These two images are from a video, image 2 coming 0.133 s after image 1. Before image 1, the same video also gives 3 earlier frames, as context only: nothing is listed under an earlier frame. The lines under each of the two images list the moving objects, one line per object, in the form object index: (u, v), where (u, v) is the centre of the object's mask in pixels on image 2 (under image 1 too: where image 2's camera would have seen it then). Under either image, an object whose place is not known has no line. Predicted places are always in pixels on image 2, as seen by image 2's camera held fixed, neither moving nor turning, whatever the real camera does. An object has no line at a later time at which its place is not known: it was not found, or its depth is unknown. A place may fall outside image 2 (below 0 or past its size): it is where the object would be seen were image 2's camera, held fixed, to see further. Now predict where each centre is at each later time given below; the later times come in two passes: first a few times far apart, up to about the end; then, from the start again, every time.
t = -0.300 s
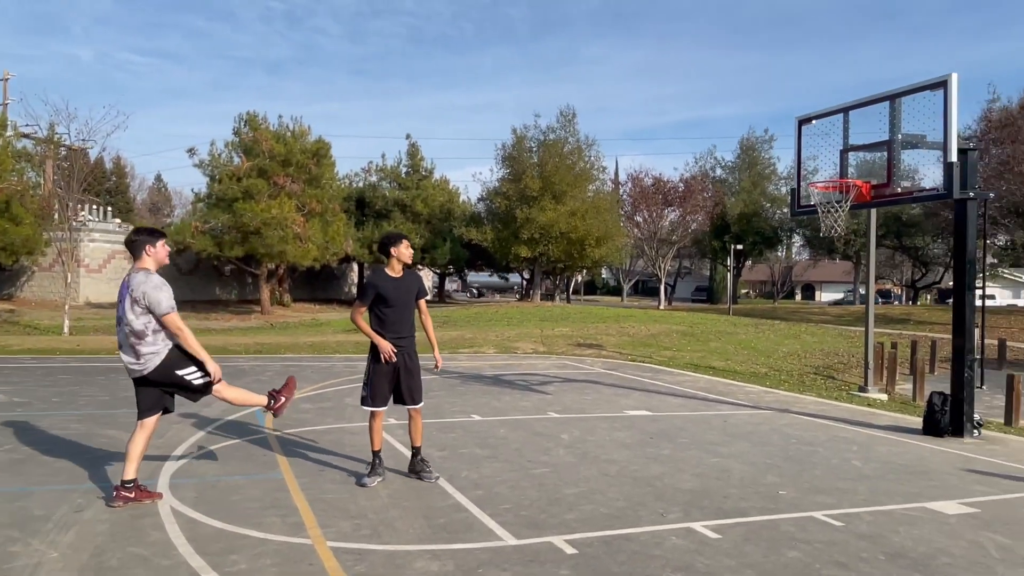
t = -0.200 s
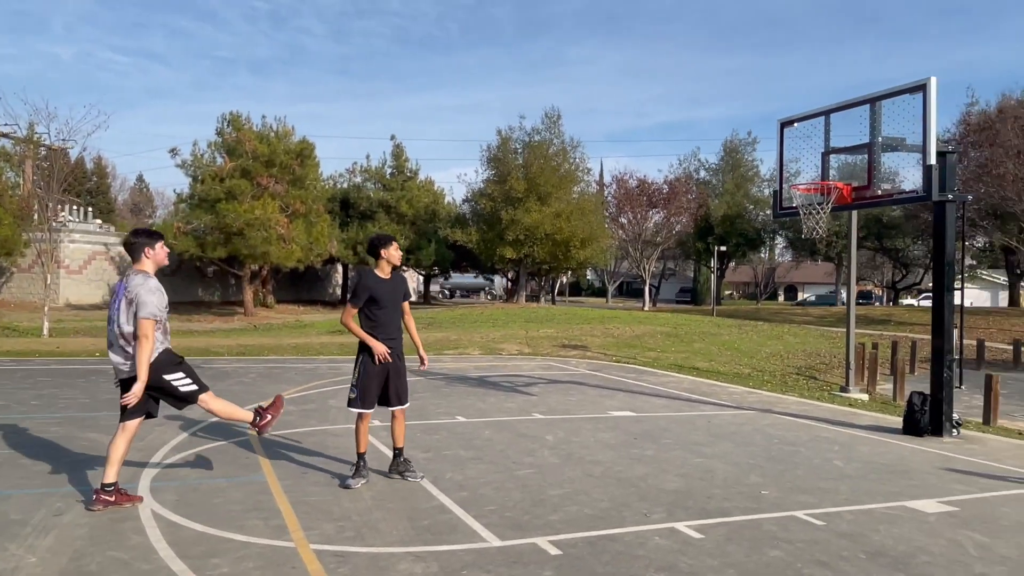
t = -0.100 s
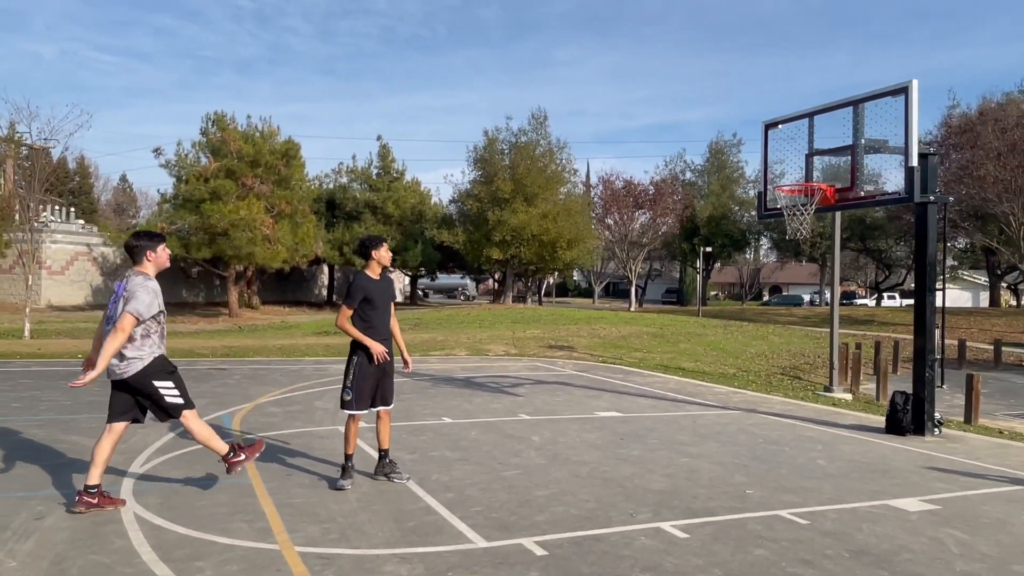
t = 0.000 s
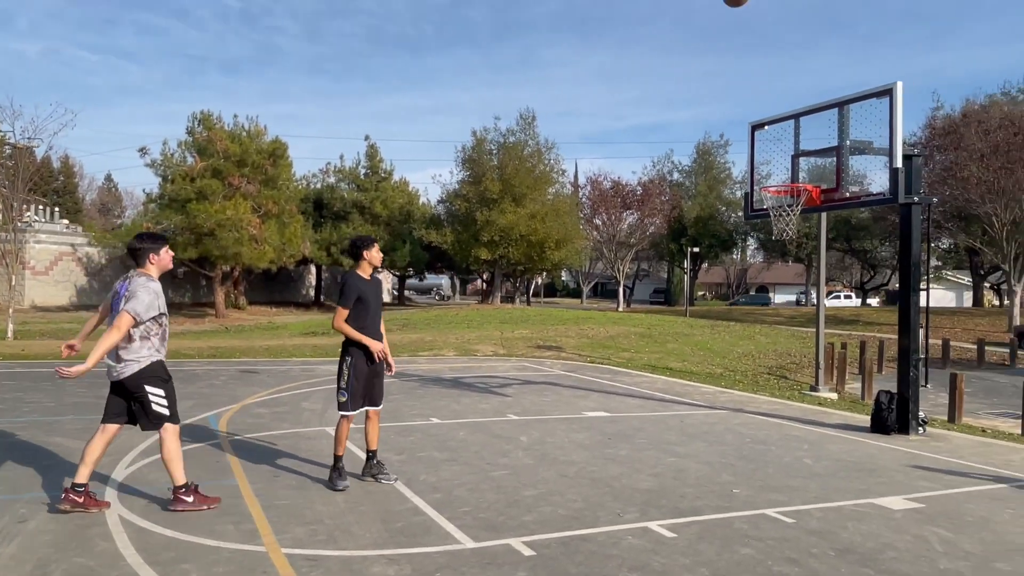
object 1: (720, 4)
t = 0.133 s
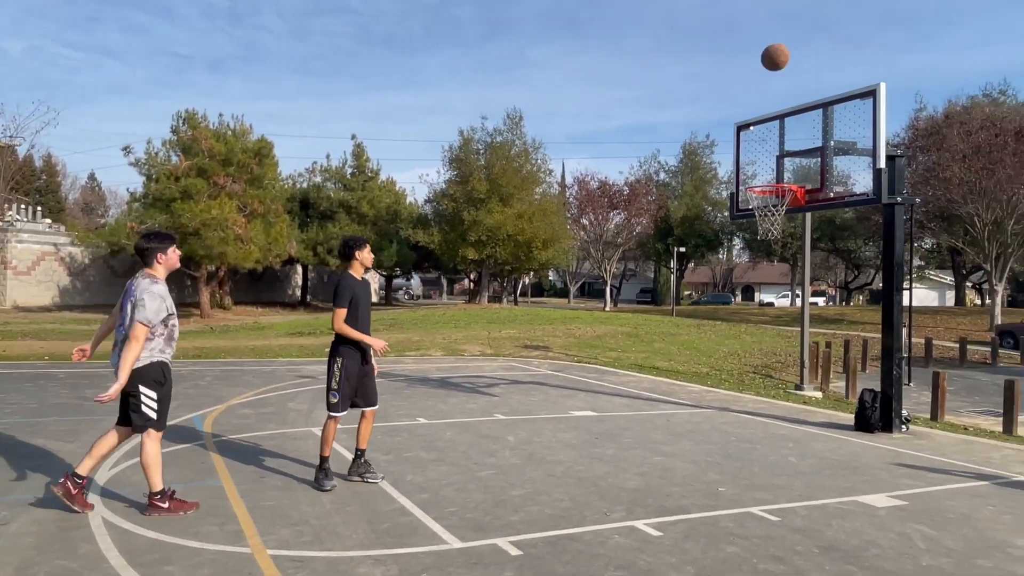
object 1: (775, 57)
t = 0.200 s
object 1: (800, 94)
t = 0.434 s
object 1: (819, 219)
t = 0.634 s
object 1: (781, 346)
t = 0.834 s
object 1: (744, 400)
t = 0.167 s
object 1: (788, 75)
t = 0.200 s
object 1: (800, 94)
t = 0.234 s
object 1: (812, 114)
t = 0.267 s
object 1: (824, 134)
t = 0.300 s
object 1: (836, 155)
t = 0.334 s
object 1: (838, 173)
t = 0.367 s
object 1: (832, 187)
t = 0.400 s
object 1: (826, 202)
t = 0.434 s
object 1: (819, 219)
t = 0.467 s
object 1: (813, 237)
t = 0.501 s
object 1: (807, 256)
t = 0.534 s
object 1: (800, 276)
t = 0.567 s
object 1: (794, 298)
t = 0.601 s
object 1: (788, 321)
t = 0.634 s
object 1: (781, 346)
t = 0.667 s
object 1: (775, 372)
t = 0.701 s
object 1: (769, 399)
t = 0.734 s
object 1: (763, 428)
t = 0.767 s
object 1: (756, 440)
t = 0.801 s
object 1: (751, 420)
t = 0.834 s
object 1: (744, 400)
